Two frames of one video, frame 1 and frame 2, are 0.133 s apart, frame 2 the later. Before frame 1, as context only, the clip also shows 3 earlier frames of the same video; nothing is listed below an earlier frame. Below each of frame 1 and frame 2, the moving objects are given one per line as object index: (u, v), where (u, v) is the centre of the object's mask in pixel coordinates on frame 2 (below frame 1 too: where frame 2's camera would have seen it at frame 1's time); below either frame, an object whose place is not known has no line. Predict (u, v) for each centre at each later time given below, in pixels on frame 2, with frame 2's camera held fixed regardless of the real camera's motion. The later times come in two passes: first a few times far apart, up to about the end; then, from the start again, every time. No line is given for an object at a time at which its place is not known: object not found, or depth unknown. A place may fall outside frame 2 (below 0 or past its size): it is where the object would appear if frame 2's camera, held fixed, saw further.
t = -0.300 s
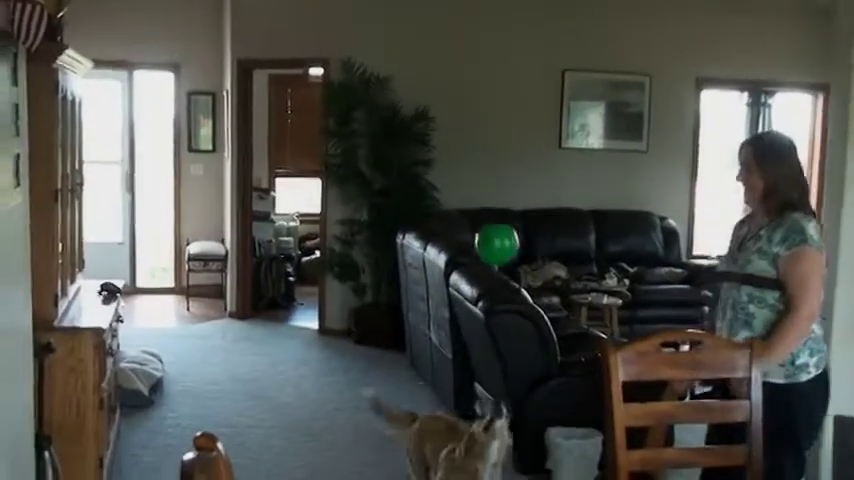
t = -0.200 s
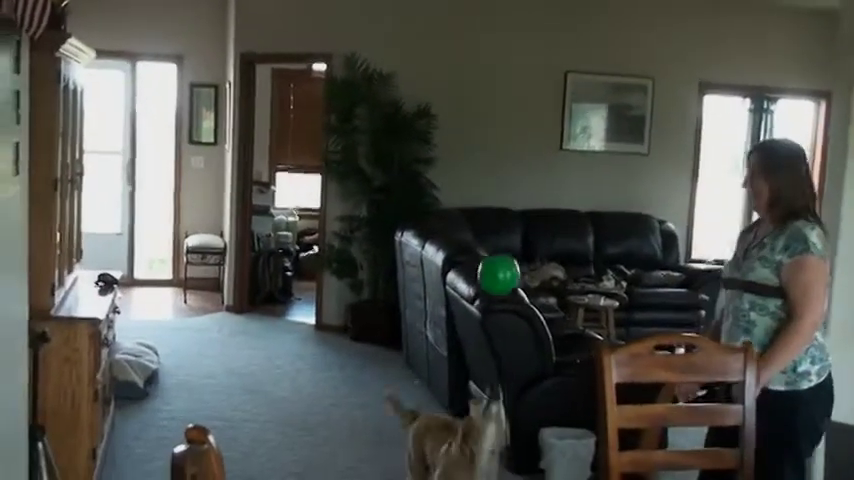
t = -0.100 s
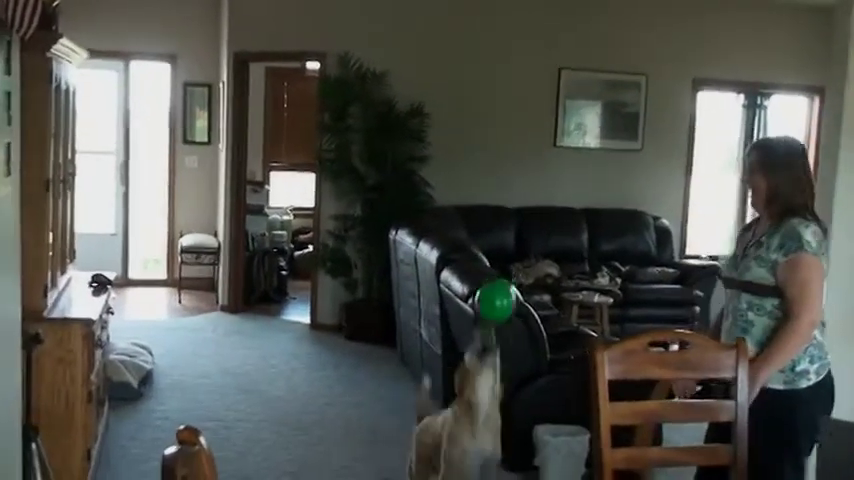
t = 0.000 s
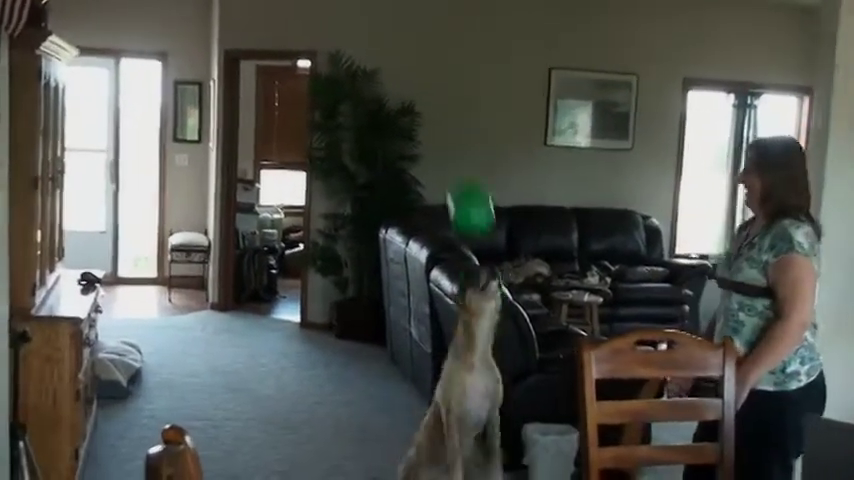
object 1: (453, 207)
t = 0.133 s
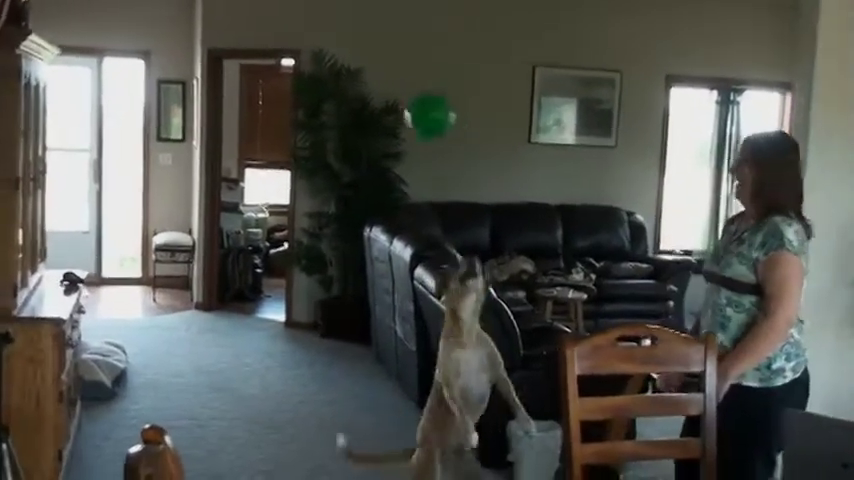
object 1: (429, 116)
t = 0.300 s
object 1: (381, 84)
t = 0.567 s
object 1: (339, 99)
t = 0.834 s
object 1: (330, 167)
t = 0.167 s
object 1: (421, 105)
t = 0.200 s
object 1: (411, 97)
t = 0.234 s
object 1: (401, 91)
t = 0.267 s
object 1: (392, 87)
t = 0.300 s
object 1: (381, 84)
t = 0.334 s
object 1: (373, 84)
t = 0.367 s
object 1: (366, 84)
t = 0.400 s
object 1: (359, 85)
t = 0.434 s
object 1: (353, 87)
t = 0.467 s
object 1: (348, 89)
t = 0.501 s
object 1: (345, 92)
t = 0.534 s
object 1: (342, 95)
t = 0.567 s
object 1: (339, 99)
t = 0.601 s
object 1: (336, 104)
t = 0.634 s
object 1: (334, 112)
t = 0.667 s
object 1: (332, 121)
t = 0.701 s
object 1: (331, 128)
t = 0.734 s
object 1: (331, 137)
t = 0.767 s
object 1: (331, 145)
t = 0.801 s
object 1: (331, 157)
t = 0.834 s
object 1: (330, 167)
